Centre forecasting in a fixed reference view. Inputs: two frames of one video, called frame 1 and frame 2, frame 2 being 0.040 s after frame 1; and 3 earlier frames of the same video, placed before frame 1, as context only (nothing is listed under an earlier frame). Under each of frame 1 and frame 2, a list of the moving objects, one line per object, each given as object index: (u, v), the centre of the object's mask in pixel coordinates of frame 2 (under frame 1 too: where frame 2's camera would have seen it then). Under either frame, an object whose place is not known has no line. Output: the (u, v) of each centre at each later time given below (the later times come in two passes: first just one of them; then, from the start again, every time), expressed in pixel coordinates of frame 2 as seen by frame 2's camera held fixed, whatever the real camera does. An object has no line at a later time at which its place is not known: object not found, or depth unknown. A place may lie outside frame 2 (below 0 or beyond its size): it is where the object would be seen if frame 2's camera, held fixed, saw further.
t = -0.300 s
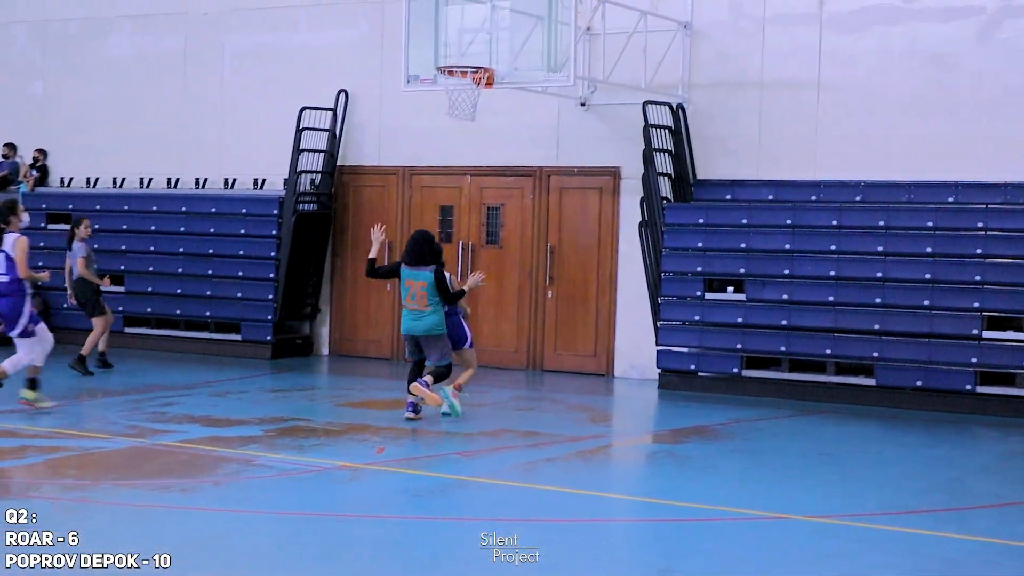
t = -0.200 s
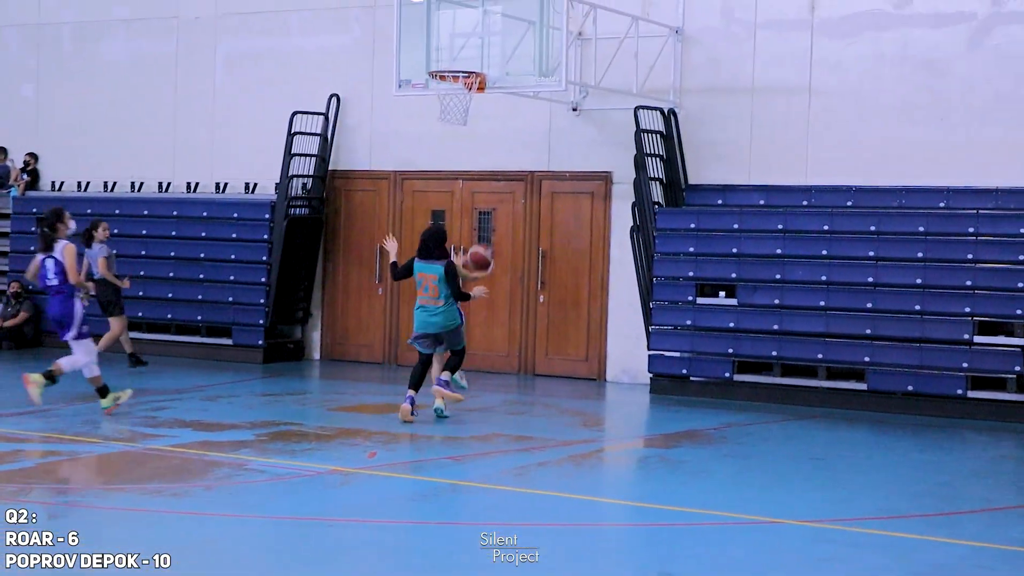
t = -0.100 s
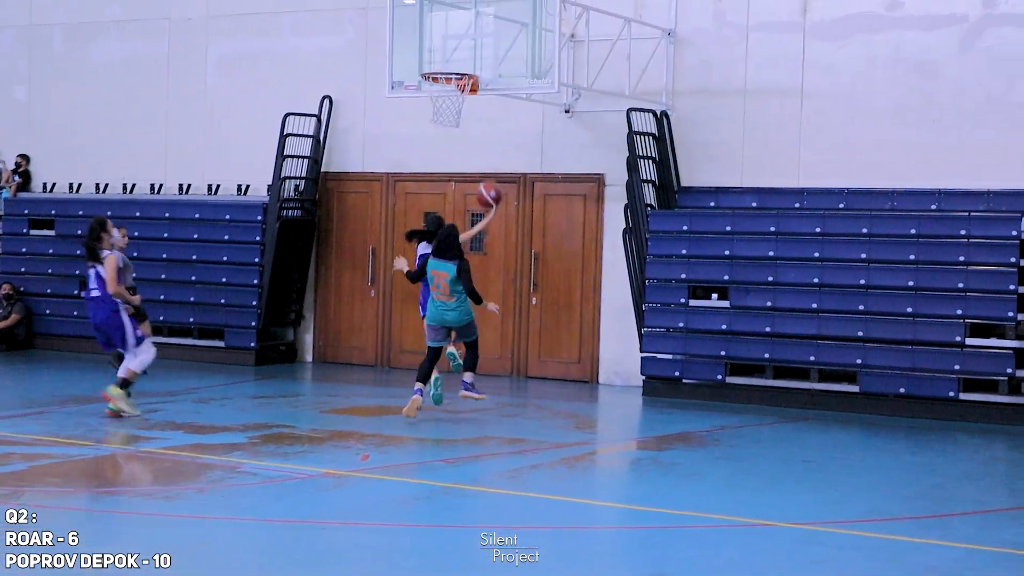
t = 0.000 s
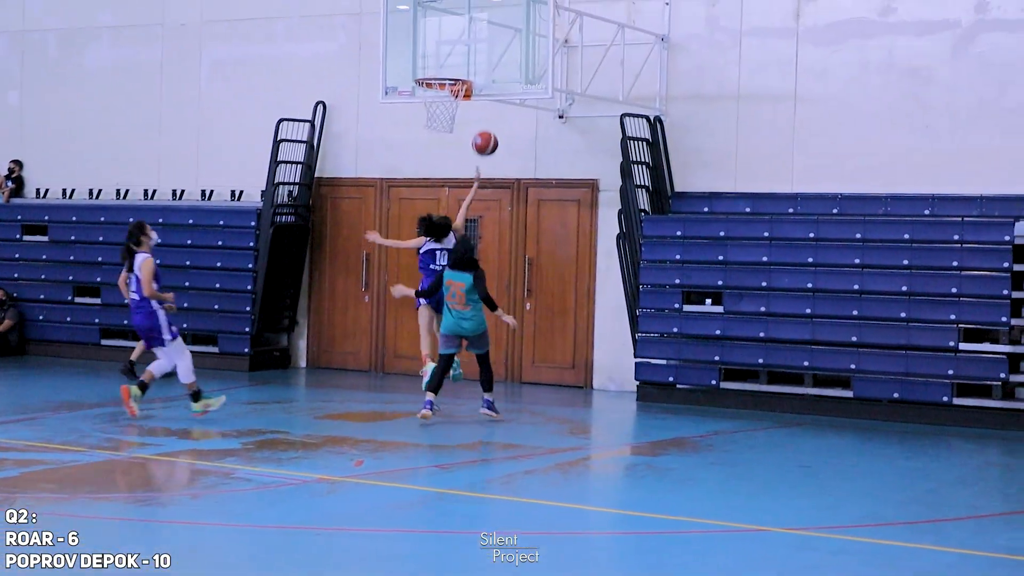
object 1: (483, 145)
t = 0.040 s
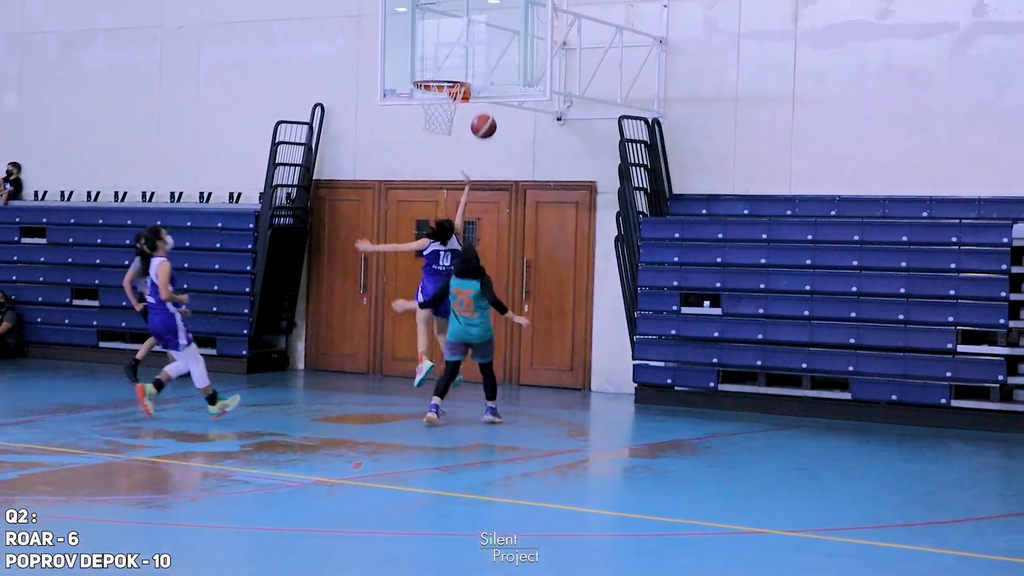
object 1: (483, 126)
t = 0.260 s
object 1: (483, 54)
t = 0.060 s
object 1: (483, 117)
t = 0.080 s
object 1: (483, 109)
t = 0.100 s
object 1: (483, 101)
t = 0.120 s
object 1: (484, 93)
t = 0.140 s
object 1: (483, 86)
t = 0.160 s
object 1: (484, 80)
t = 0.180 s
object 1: (484, 74)
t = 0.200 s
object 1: (483, 68)
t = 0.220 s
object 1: (483, 63)
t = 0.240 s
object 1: (483, 58)
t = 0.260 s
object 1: (483, 54)
